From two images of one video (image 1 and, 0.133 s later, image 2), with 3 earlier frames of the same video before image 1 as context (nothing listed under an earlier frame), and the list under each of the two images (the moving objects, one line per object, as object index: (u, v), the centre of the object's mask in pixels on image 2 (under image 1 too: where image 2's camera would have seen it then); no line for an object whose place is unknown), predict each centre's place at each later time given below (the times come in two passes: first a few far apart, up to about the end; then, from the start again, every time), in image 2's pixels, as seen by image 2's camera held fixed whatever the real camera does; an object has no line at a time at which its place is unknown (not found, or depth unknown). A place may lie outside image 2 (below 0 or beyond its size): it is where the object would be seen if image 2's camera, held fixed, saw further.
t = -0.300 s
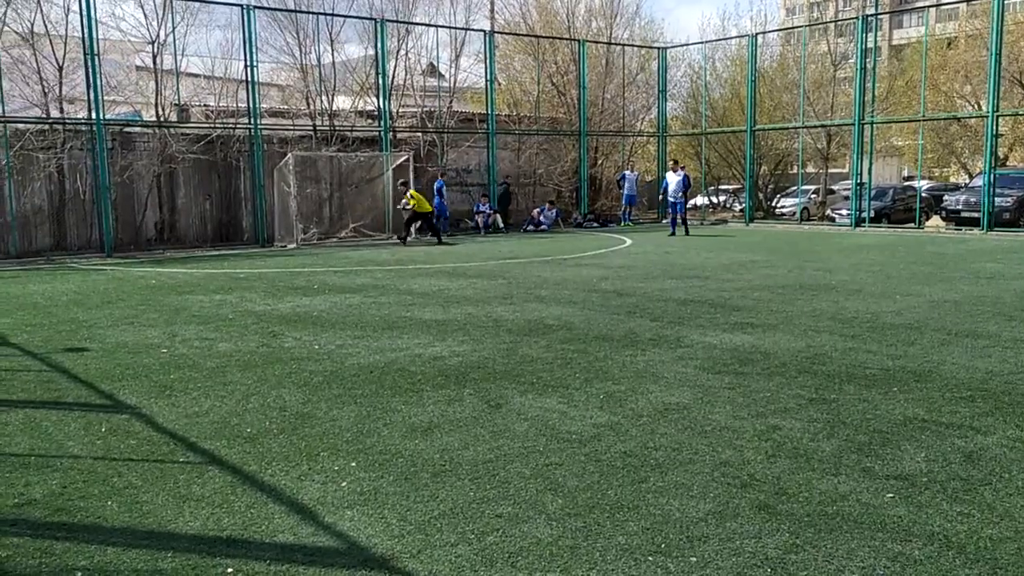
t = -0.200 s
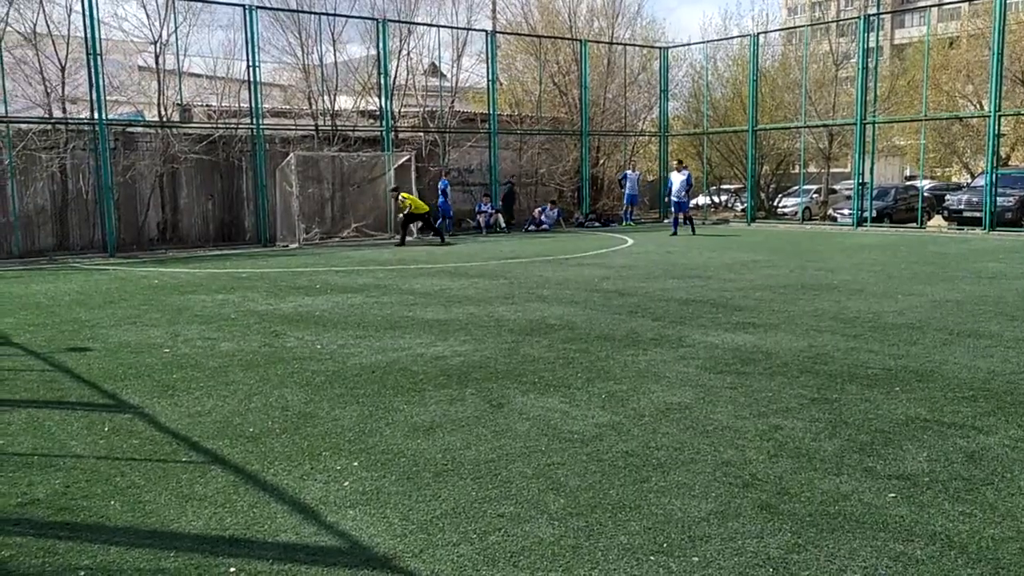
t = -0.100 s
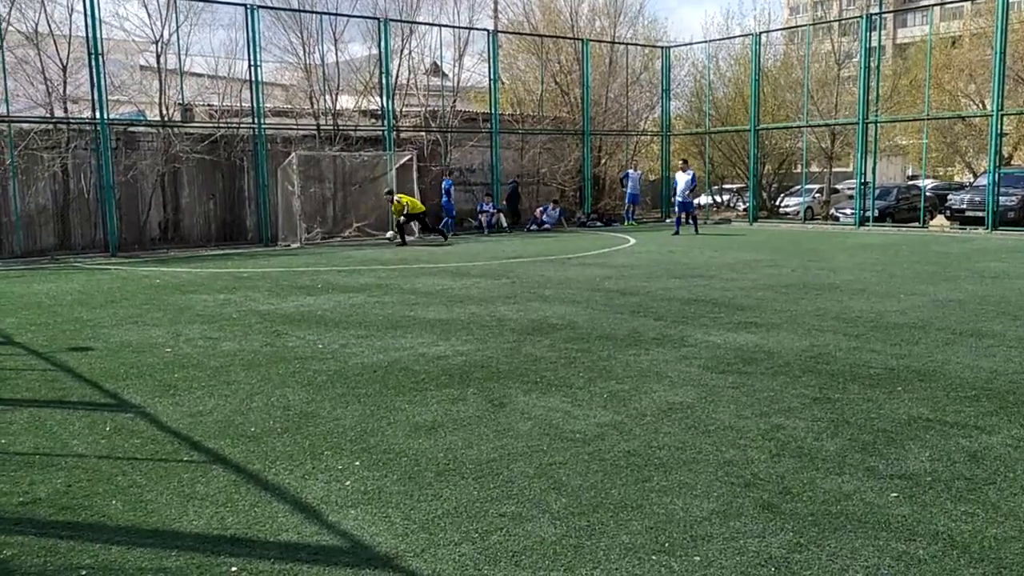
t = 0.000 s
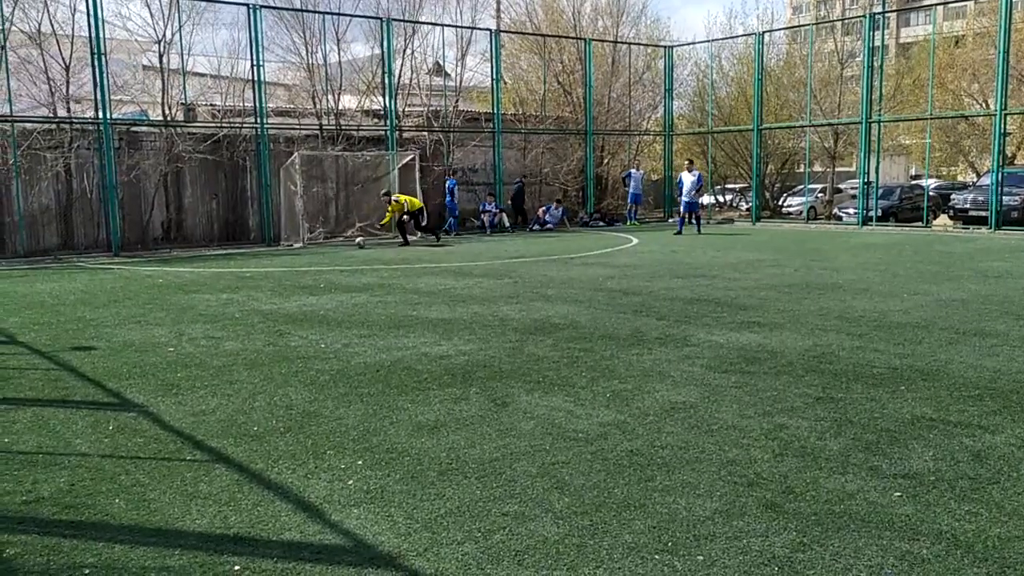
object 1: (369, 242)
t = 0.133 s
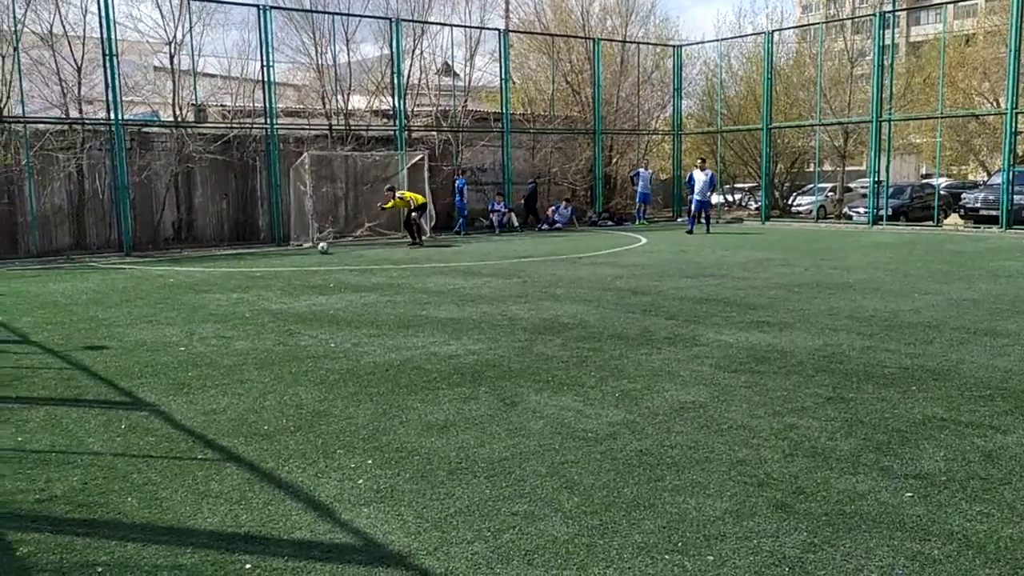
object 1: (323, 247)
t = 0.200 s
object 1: (301, 248)
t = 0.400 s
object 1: (234, 258)
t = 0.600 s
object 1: (165, 265)
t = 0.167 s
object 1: (311, 248)
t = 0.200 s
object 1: (301, 248)
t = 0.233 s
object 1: (290, 248)
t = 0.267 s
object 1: (279, 248)
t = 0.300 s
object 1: (268, 250)
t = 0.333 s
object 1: (258, 253)
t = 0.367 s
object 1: (246, 255)
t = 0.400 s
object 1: (234, 258)
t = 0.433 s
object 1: (223, 258)
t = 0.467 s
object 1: (212, 258)
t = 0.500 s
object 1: (201, 259)
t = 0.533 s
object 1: (189, 261)
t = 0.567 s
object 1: (178, 264)
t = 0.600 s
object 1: (165, 265)
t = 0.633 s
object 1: (153, 265)
